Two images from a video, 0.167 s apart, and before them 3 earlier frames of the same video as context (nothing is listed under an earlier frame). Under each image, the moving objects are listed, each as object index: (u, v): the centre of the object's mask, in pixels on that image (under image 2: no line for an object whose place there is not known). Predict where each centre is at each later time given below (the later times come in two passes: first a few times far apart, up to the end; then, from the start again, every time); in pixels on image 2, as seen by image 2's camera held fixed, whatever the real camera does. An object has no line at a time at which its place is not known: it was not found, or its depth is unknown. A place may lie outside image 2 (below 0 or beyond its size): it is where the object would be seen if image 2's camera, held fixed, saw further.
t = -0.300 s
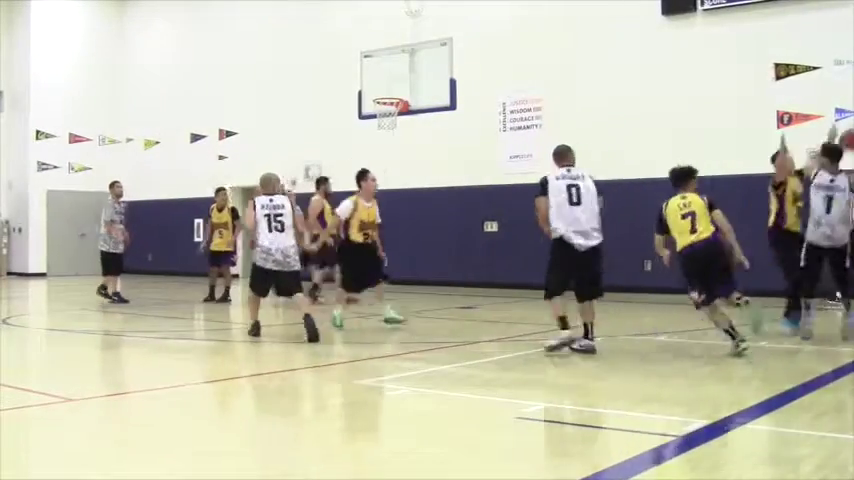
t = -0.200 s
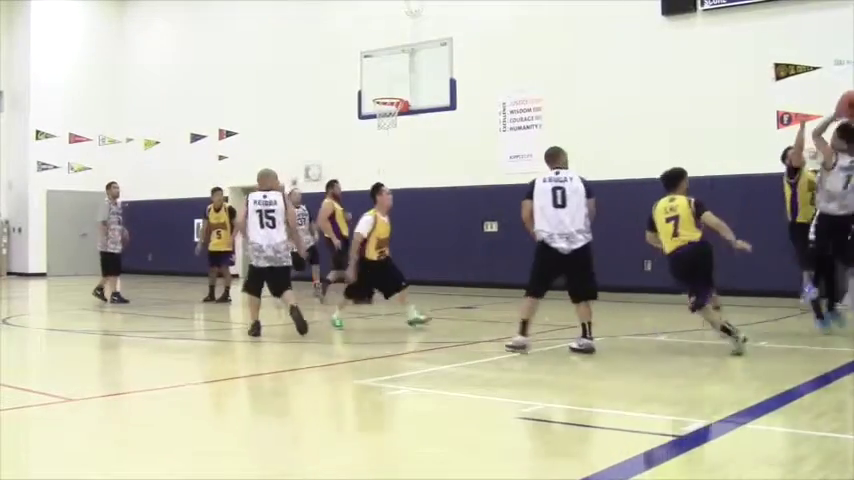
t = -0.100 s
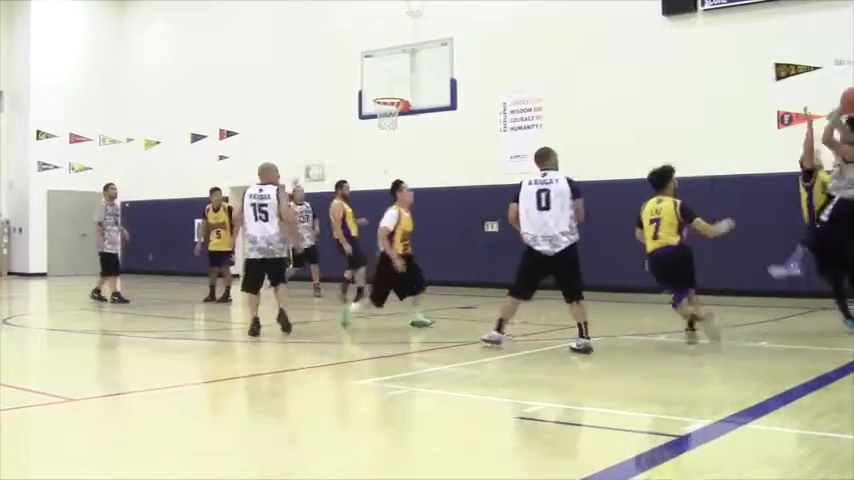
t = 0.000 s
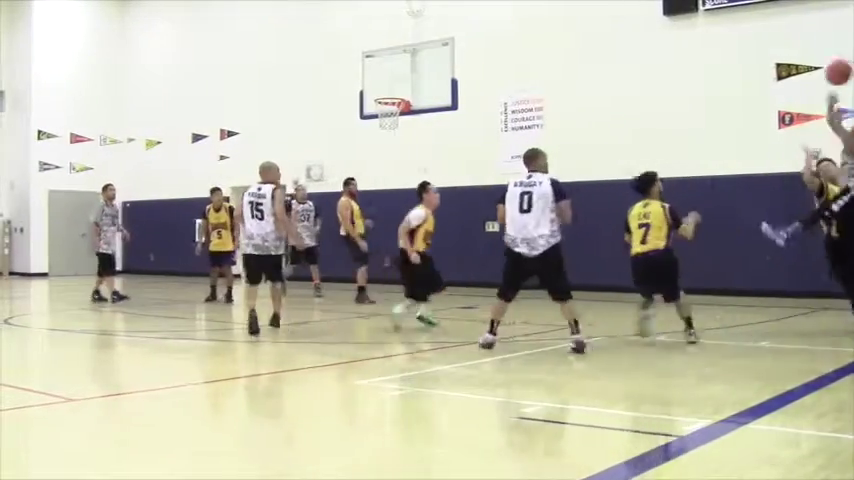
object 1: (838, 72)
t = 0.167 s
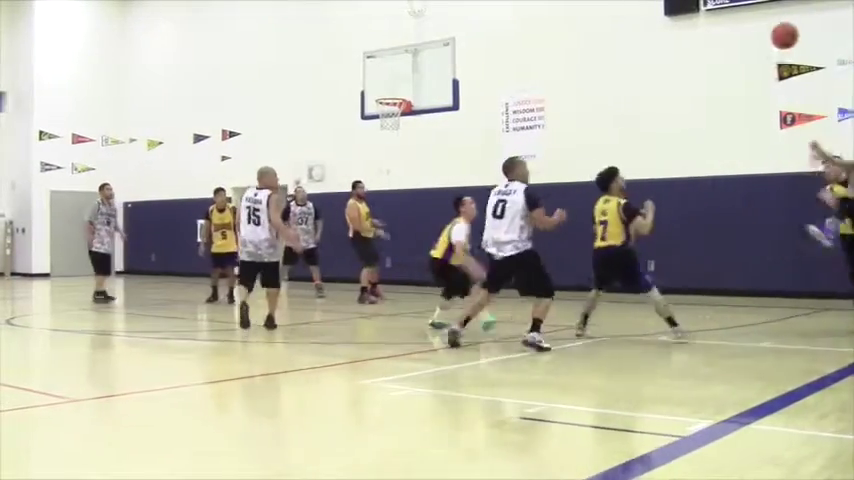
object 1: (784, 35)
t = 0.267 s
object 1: (749, 27)
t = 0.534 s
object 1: (648, 59)
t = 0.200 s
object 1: (772, 31)
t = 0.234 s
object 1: (761, 28)
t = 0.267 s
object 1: (749, 27)
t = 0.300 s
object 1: (737, 26)
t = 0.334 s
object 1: (725, 27)
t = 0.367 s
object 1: (713, 29)
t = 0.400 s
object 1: (701, 32)
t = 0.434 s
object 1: (688, 37)
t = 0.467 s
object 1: (674, 43)
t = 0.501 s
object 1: (661, 51)
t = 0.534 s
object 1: (648, 59)
